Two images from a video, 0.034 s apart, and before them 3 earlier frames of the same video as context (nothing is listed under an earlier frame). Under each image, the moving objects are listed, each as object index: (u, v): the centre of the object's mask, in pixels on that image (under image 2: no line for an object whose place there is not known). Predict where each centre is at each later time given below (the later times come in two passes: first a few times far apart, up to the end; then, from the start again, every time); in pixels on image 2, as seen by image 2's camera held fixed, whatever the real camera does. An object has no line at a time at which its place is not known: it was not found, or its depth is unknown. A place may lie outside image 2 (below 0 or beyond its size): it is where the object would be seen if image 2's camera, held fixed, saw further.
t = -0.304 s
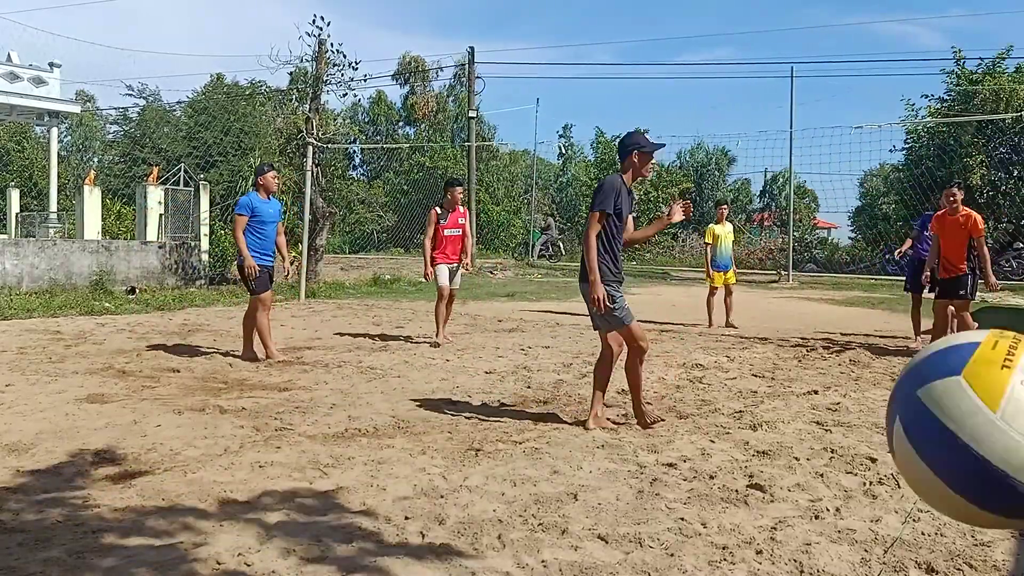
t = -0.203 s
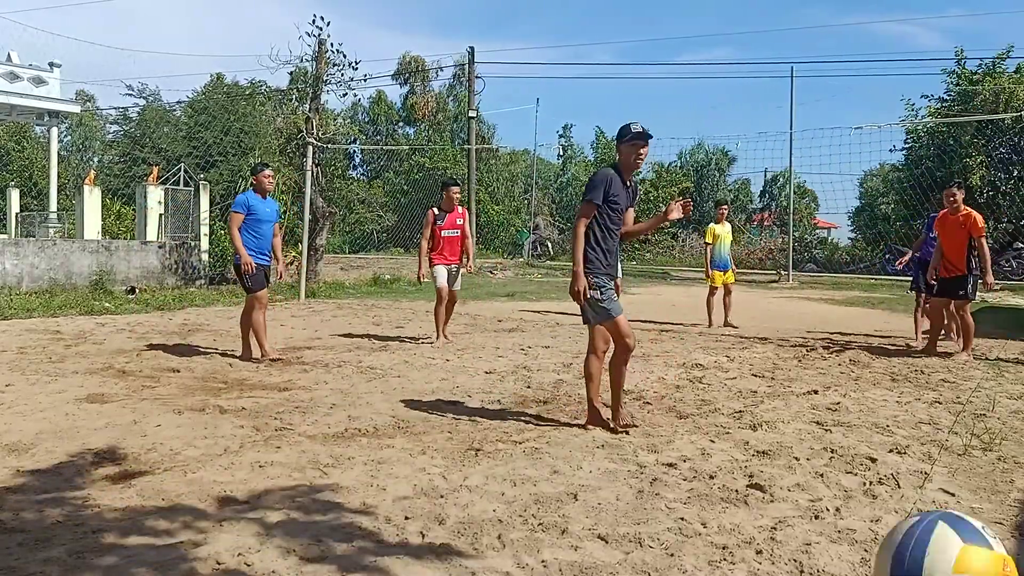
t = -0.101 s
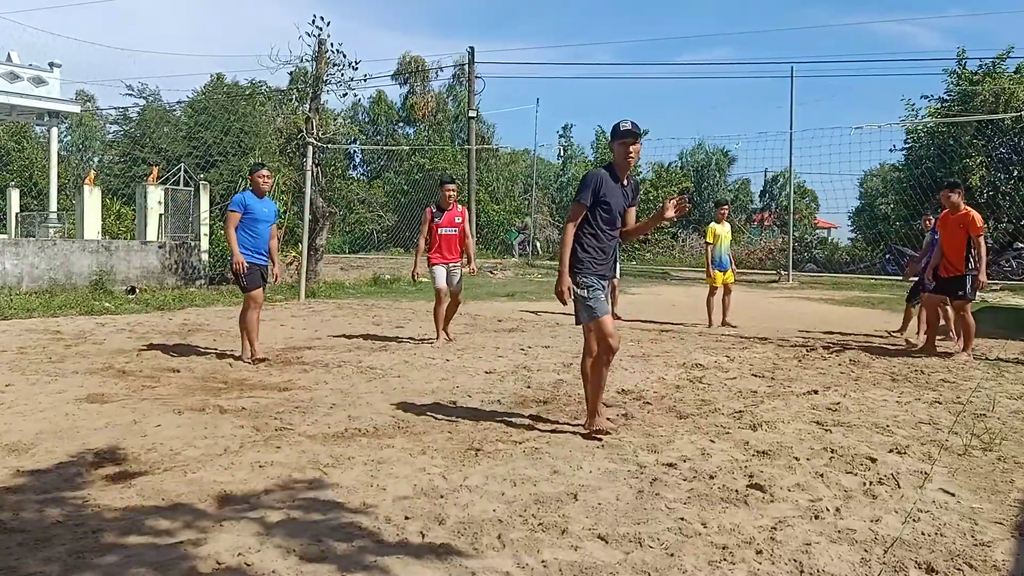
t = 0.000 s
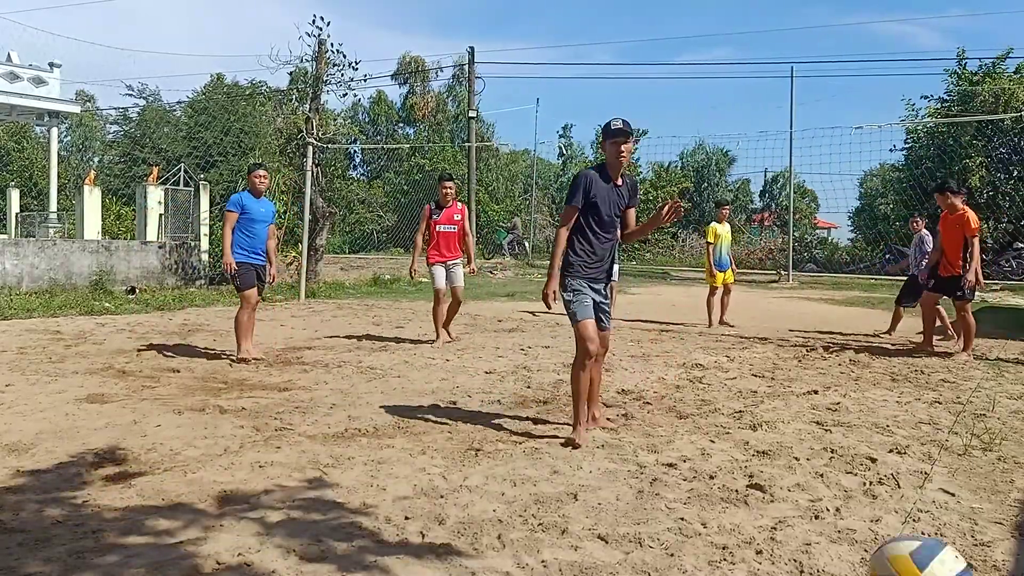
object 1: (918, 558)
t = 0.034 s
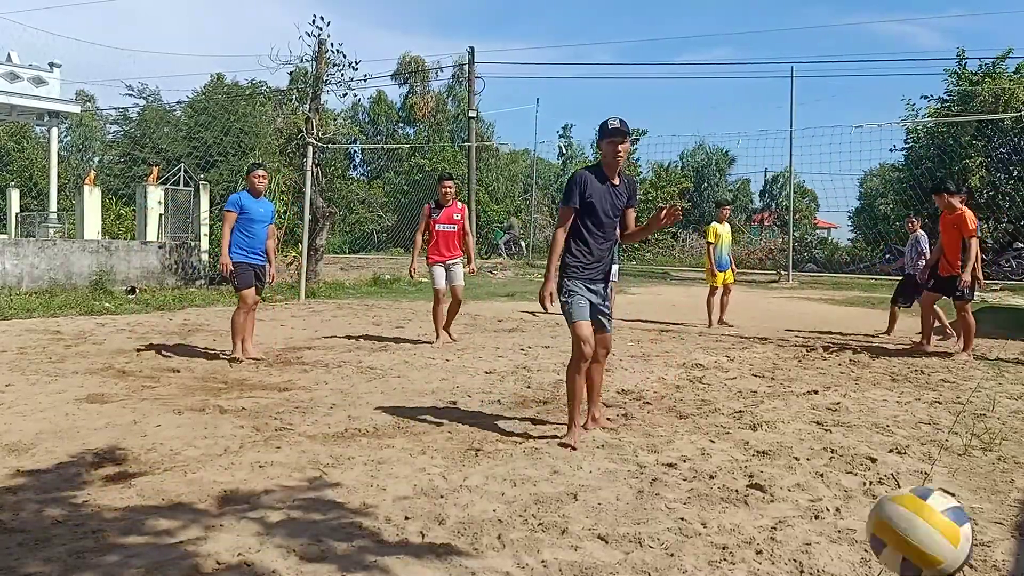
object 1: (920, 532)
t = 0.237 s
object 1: (916, 354)
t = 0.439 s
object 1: (905, 351)
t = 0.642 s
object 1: (891, 494)
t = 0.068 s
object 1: (920, 491)
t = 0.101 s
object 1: (920, 453)
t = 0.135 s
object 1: (920, 421)
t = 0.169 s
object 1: (918, 393)
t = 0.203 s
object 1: (917, 371)
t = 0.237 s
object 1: (916, 354)
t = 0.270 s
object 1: (914, 342)
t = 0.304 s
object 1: (912, 335)
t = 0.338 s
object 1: (911, 332)
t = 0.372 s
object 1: (909, 334)
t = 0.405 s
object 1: (907, 340)
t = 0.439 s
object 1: (905, 351)
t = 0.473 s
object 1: (903, 365)
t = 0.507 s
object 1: (901, 383)
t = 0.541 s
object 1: (898, 405)
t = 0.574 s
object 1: (896, 431)
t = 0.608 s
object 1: (894, 461)
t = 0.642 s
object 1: (891, 494)
